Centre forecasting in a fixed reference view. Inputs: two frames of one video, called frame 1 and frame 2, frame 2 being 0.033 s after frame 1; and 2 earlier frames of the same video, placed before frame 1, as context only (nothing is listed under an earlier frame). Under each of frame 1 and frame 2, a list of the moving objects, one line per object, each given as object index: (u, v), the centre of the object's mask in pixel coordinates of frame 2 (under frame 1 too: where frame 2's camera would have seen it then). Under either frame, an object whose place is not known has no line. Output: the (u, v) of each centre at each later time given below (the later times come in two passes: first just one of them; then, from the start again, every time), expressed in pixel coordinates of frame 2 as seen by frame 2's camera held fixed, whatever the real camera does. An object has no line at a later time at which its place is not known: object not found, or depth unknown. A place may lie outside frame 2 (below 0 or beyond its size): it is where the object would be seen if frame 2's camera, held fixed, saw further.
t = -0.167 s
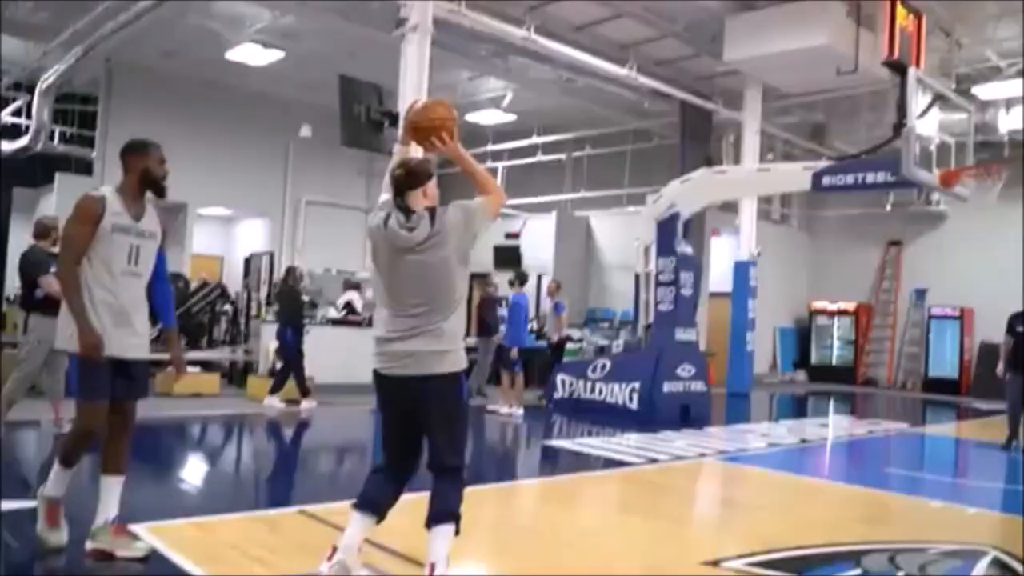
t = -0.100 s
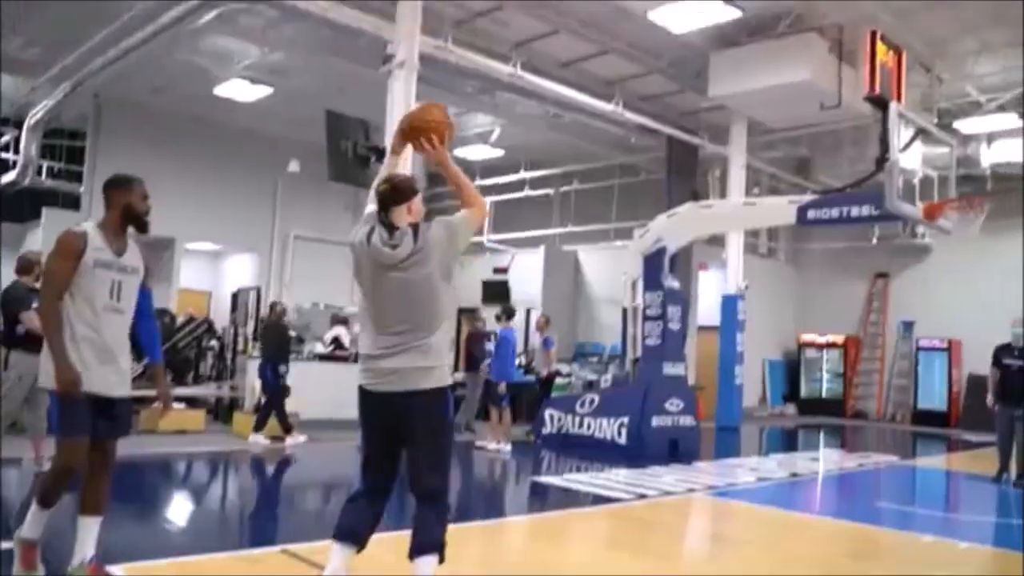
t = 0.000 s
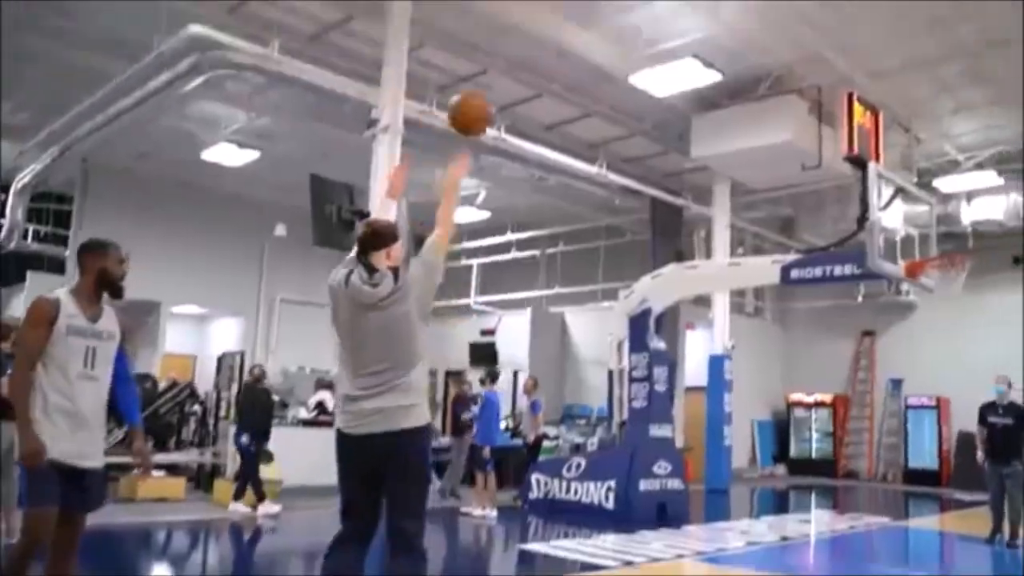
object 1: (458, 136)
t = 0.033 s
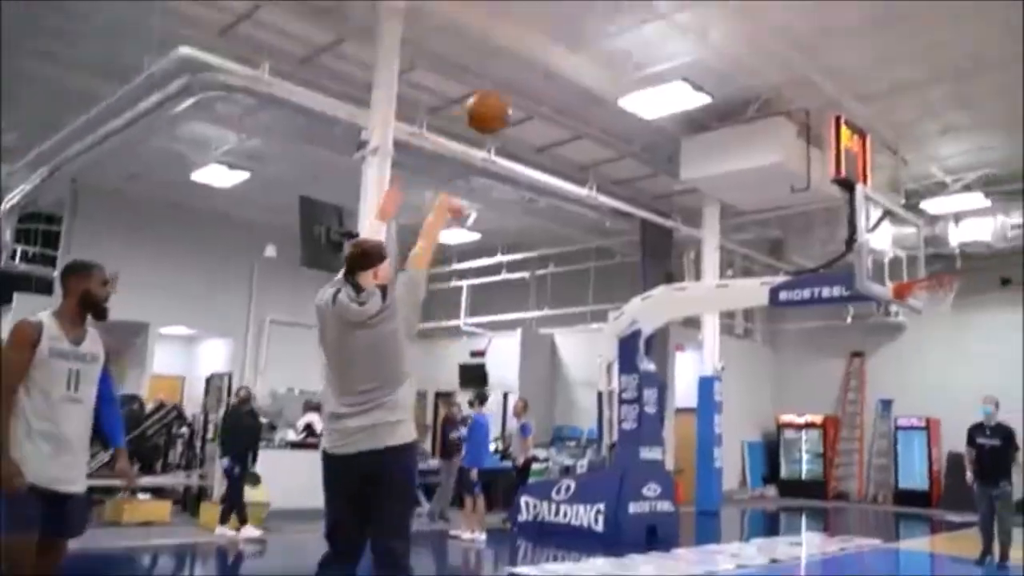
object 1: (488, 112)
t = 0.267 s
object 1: (633, 35)
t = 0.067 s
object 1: (513, 93)
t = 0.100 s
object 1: (537, 78)
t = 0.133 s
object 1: (559, 64)
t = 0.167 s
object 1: (579, 54)
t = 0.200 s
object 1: (599, 46)
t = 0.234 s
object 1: (616, 40)
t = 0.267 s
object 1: (633, 35)
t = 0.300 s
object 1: (648, 33)
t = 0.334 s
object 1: (663, 31)
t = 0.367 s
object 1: (677, 32)
